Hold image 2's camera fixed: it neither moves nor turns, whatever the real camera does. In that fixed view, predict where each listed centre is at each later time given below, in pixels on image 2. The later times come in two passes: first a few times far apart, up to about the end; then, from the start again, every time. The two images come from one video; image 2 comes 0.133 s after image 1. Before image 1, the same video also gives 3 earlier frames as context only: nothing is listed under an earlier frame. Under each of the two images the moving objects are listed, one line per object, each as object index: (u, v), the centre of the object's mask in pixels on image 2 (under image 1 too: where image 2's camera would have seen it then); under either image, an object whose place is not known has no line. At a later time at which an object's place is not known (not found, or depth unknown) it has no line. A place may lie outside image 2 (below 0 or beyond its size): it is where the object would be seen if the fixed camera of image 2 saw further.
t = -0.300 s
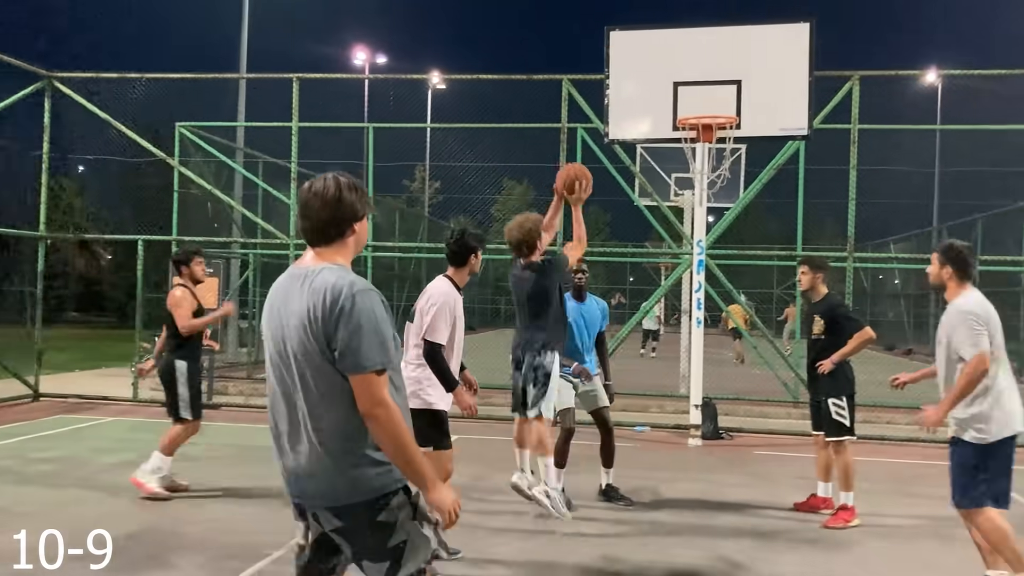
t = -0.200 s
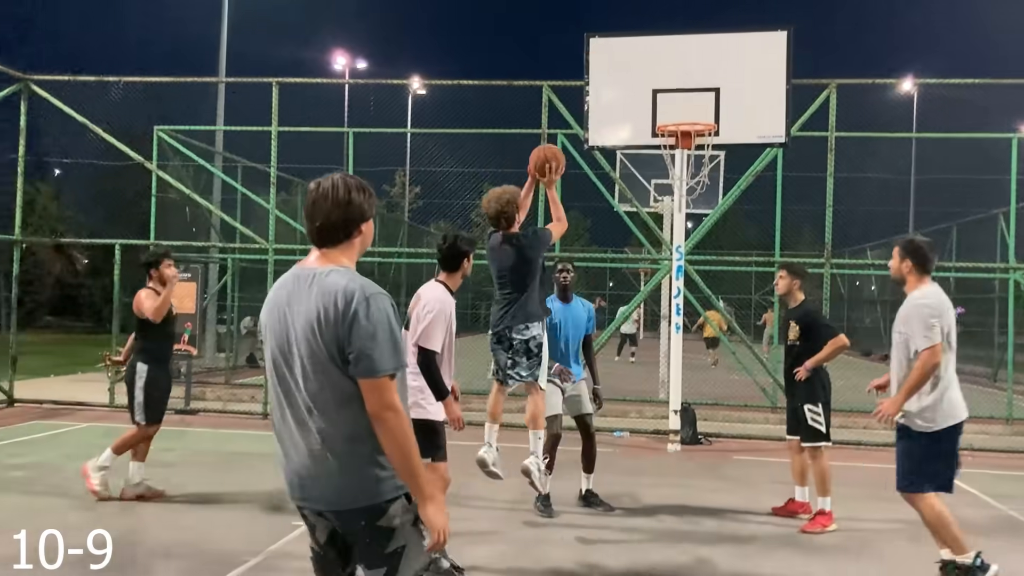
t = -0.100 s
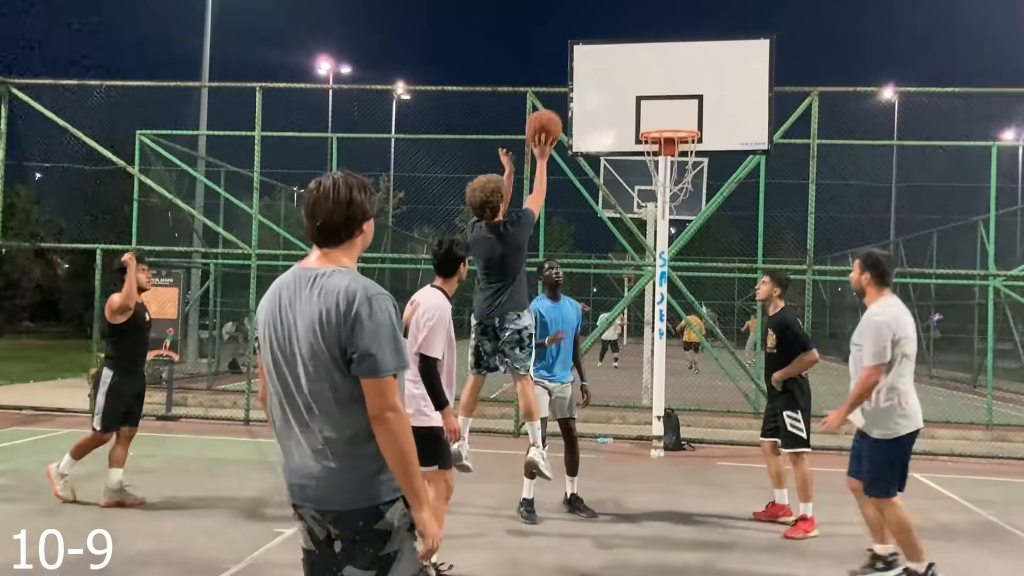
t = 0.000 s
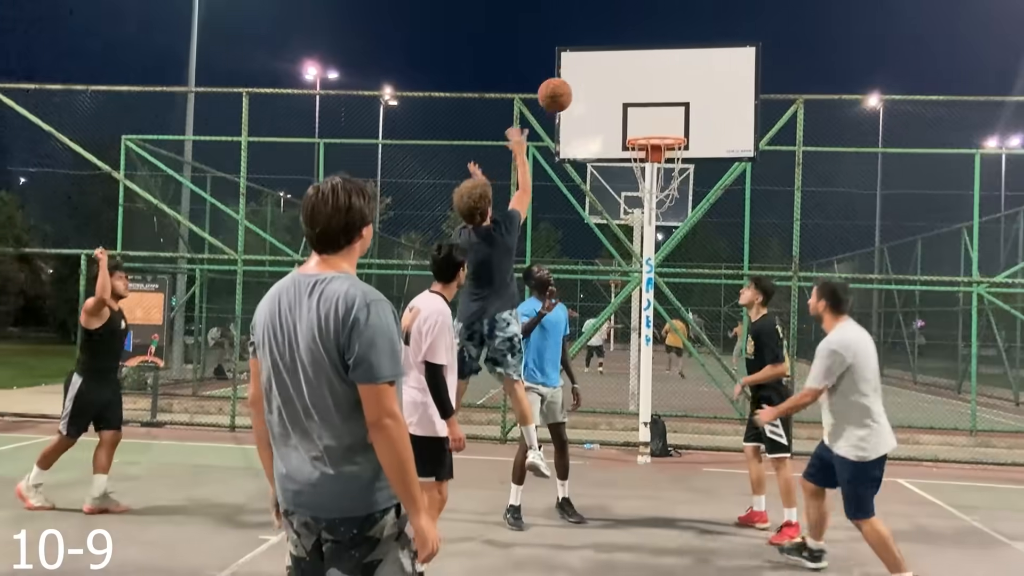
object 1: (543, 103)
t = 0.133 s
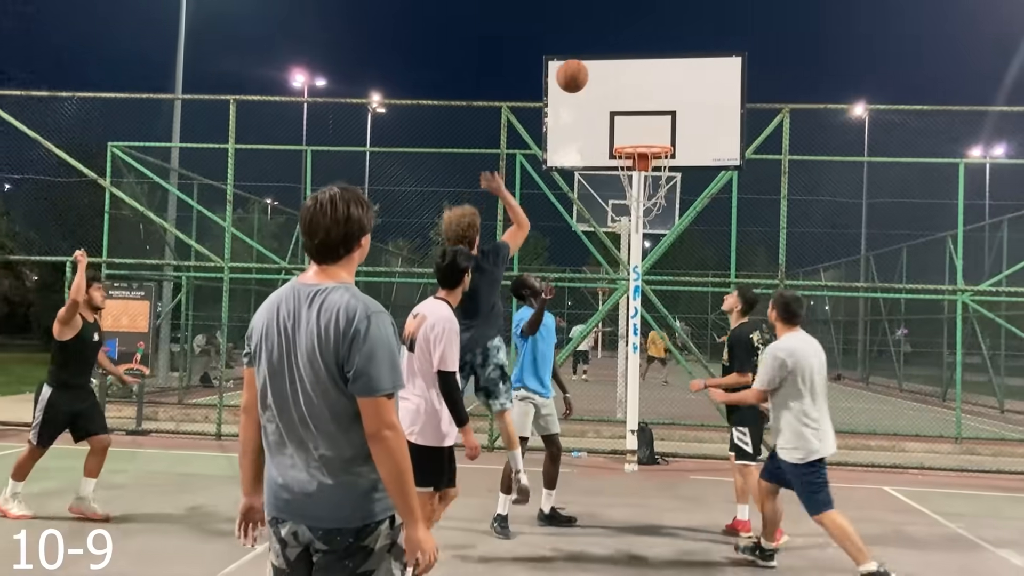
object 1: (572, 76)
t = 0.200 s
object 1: (585, 72)
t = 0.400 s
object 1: (620, 92)
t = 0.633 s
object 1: (649, 166)
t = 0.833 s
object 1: (637, 211)
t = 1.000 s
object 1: (626, 258)
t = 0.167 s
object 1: (579, 73)
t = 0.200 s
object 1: (585, 72)
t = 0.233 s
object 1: (591, 72)
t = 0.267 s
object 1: (597, 73)
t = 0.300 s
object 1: (603, 76)
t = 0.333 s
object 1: (609, 80)
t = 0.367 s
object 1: (615, 86)
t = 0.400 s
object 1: (620, 92)
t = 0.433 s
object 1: (625, 100)
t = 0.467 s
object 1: (630, 109)
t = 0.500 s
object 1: (635, 118)
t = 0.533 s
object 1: (640, 130)
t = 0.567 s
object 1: (645, 139)
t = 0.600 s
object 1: (646, 159)
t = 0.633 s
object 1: (649, 166)
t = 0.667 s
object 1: (649, 178)
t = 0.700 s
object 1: (646, 191)
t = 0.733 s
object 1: (644, 195)
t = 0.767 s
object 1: (642, 199)
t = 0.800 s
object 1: (640, 205)
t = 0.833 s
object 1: (637, 211)
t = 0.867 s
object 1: (635, 219)
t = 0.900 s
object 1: (632, 228)
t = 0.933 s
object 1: (629, 238)
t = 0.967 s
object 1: (627, 249)
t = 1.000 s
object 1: (626, 258)
